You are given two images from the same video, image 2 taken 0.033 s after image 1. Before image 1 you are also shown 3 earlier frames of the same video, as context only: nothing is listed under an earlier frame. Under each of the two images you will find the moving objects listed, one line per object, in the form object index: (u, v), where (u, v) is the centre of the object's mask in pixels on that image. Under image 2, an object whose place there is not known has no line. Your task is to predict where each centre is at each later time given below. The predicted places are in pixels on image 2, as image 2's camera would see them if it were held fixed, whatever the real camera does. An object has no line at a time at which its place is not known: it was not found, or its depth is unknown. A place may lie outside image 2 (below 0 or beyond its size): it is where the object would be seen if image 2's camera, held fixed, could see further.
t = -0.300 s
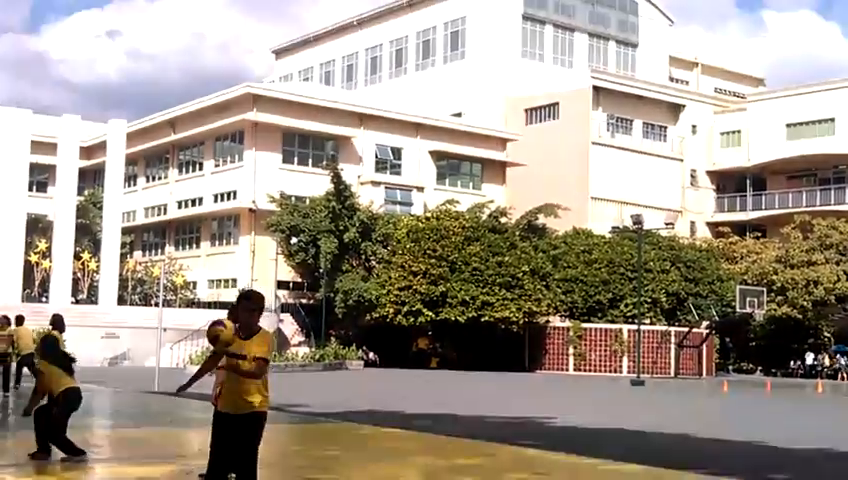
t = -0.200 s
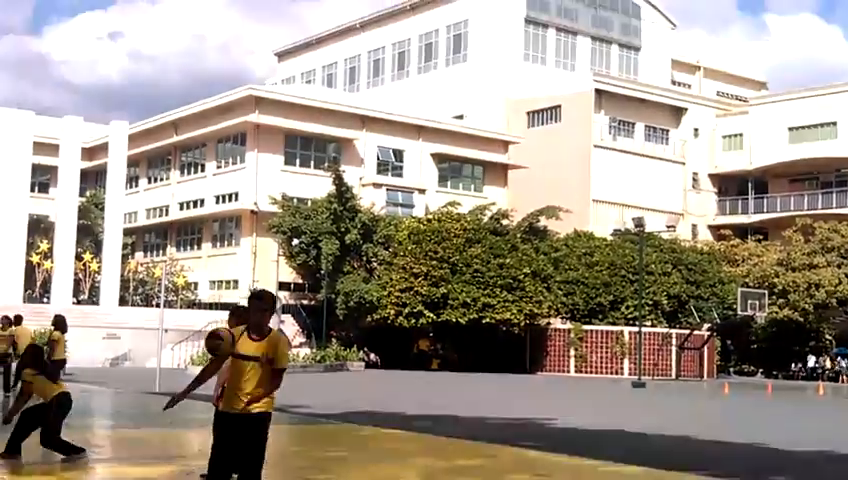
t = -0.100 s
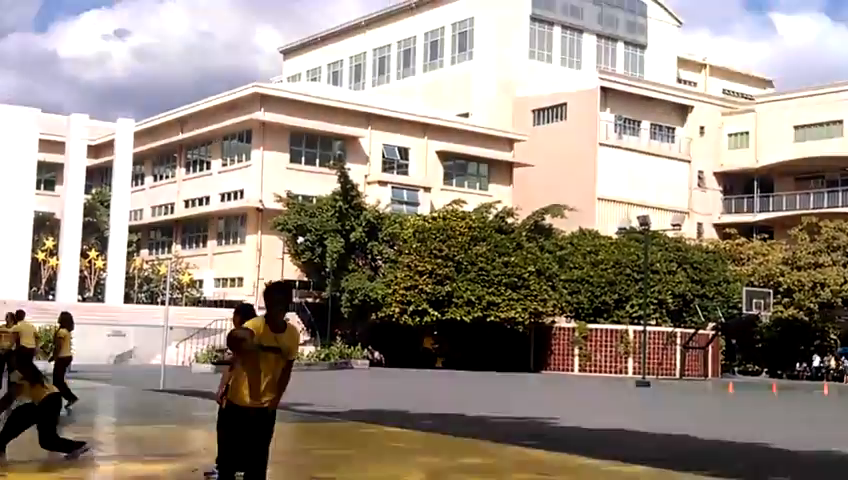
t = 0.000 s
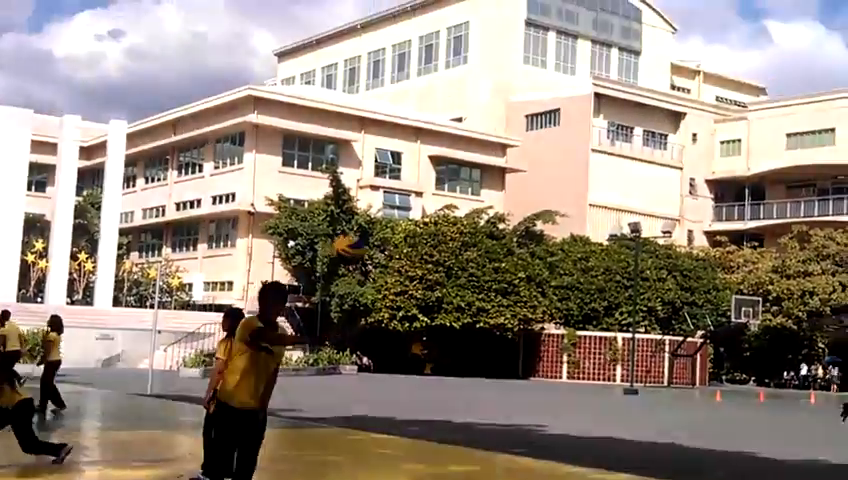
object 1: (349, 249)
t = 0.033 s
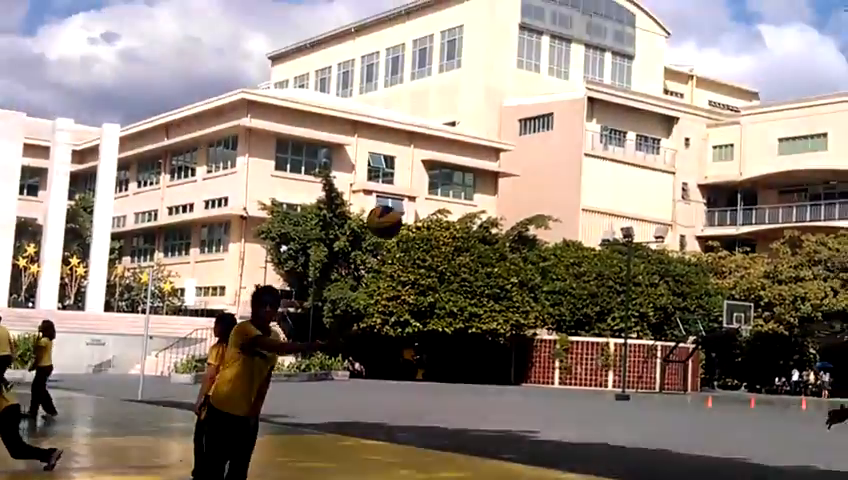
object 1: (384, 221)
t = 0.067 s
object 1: (432, 188)
